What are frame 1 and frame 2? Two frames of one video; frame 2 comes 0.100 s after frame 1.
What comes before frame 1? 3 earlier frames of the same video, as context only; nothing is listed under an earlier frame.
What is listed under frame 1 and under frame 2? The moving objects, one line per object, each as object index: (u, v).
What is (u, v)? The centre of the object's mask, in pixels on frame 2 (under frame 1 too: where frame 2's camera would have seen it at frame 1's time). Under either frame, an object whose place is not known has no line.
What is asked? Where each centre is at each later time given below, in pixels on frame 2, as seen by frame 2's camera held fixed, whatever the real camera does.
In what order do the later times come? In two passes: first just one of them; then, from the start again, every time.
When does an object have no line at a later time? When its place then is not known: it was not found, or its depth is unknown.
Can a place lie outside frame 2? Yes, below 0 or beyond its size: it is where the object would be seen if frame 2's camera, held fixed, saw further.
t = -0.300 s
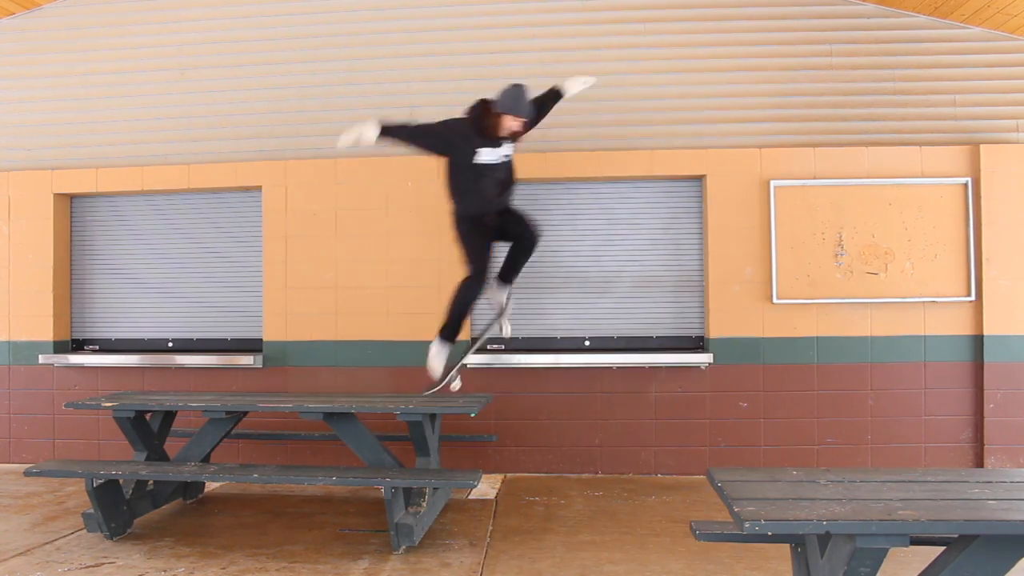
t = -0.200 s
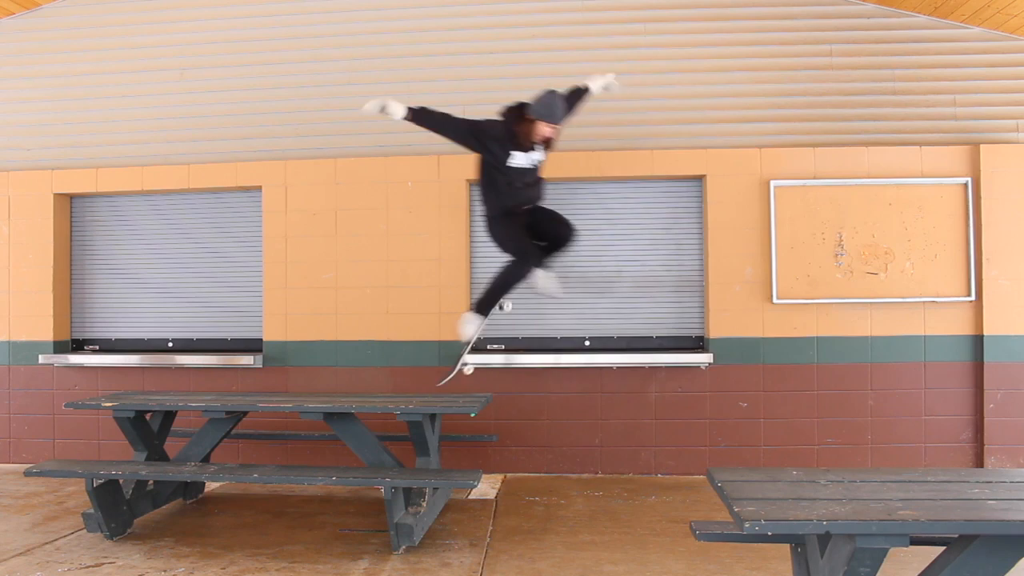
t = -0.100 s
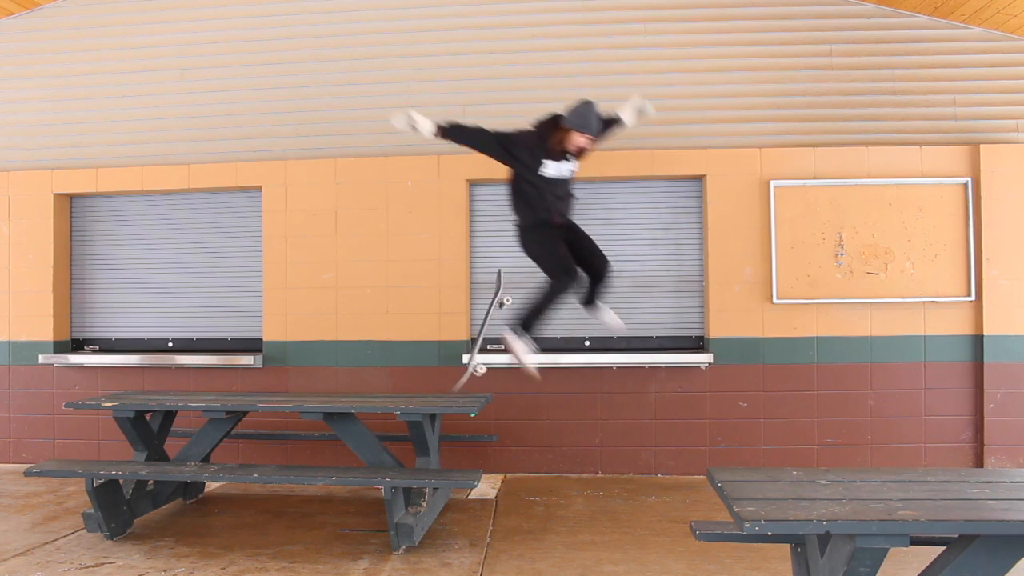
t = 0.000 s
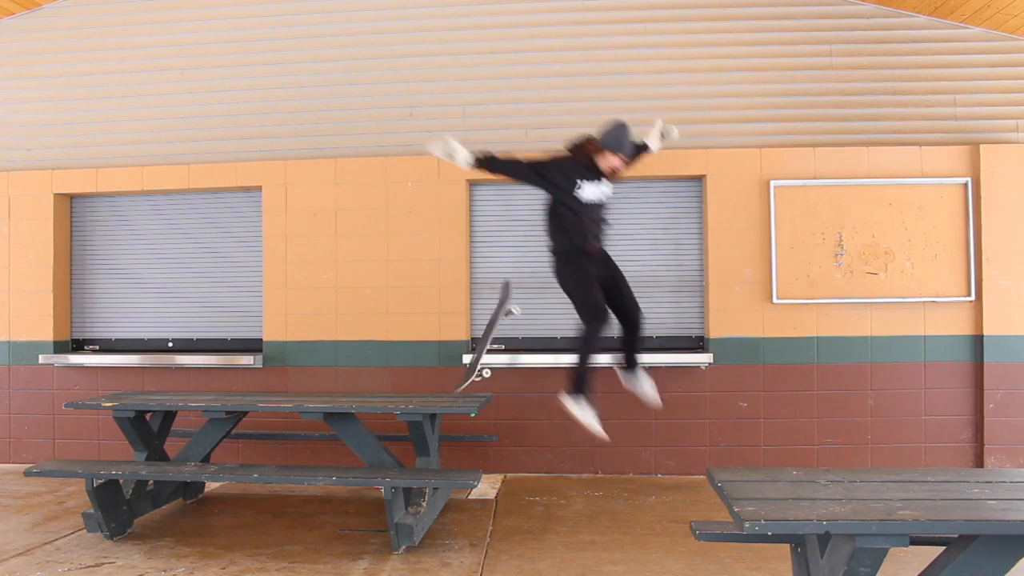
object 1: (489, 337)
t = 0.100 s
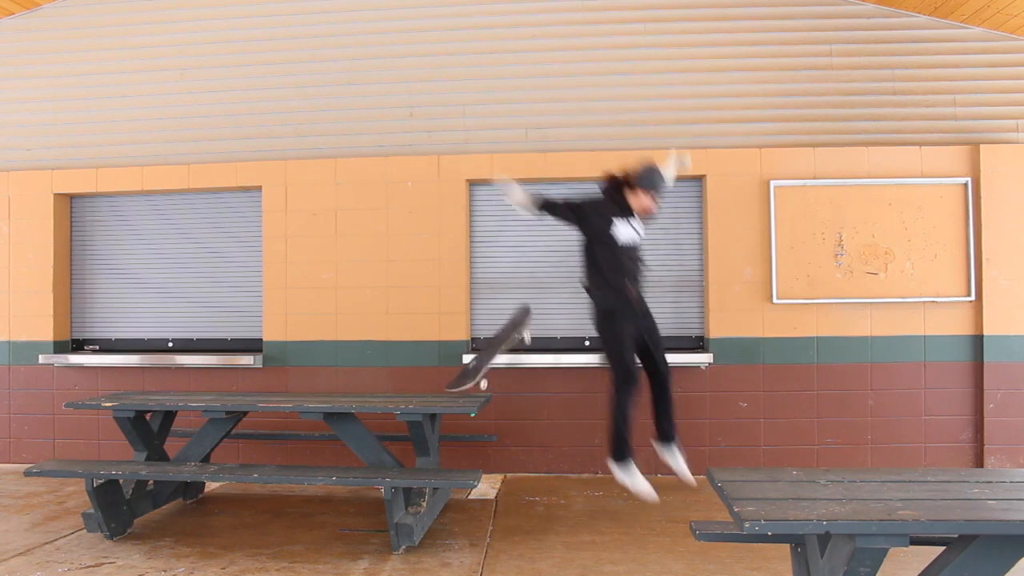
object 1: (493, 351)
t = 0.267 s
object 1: (494, 384)
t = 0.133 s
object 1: (494, 360)
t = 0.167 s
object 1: (493, 367)
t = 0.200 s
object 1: (490, 374)
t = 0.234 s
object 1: (493, 378)
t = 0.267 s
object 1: (494, 384)
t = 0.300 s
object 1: (499, 392)
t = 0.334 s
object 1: (502, 403)
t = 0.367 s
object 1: (504, 416)
